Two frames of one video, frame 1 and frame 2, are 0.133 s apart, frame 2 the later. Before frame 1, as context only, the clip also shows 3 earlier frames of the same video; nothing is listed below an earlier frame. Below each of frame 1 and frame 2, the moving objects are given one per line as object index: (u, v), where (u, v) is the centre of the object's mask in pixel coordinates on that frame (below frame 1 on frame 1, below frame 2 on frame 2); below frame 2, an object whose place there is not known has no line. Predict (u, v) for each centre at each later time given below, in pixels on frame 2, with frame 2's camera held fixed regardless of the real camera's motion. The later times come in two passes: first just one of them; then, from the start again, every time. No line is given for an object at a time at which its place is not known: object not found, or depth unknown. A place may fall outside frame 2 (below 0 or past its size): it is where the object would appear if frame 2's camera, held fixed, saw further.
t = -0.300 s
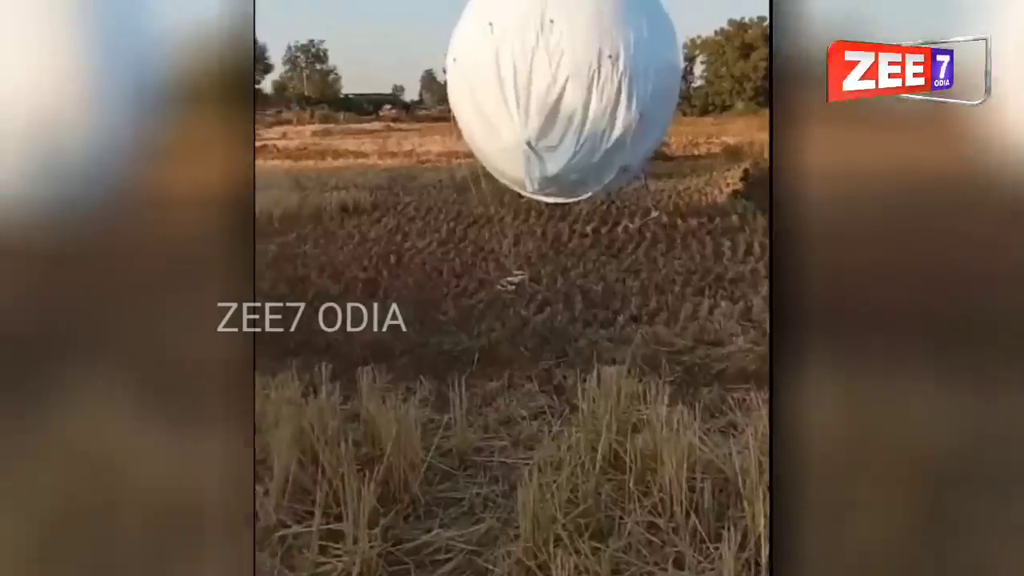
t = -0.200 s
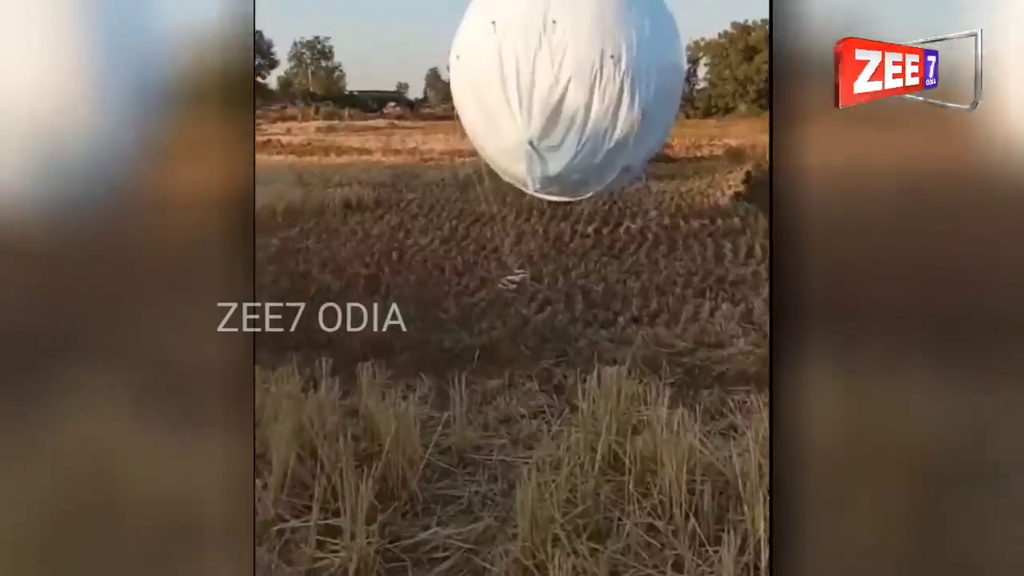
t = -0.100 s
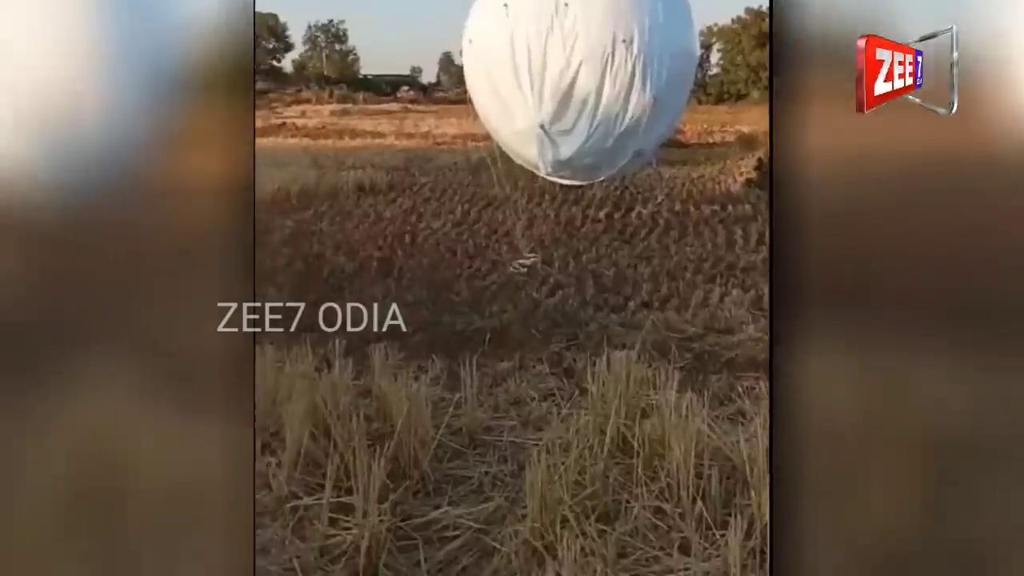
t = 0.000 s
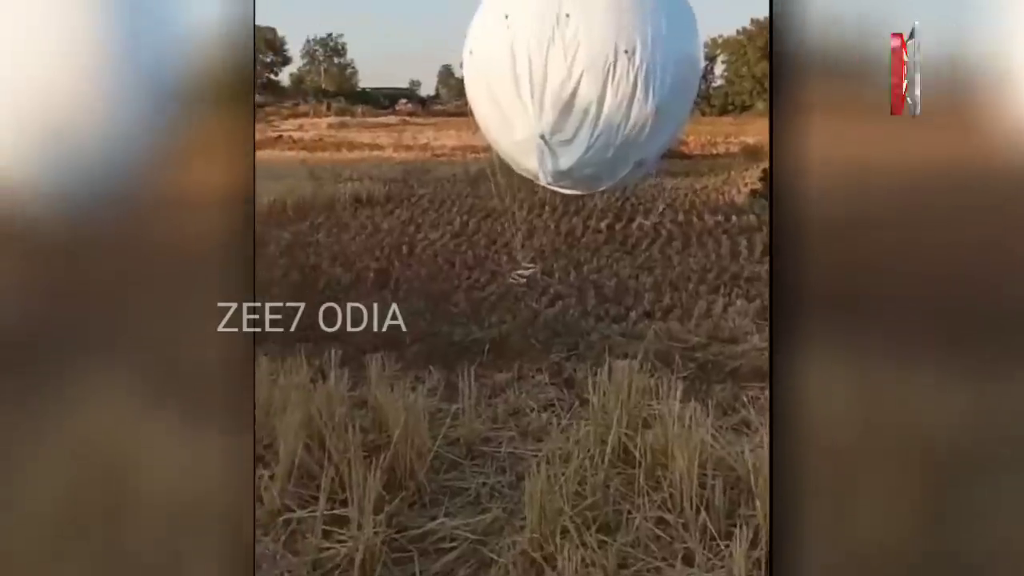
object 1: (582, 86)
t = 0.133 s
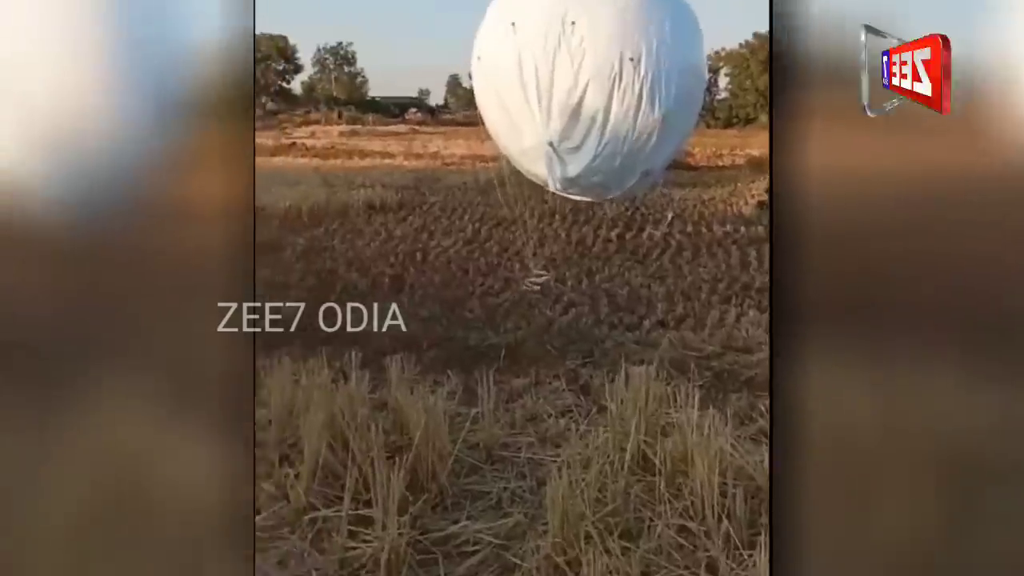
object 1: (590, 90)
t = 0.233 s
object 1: (587, 112)
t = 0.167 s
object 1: (587, 96)
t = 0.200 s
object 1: (586, 105)
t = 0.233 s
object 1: (587, 112)
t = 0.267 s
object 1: (586, 115)
